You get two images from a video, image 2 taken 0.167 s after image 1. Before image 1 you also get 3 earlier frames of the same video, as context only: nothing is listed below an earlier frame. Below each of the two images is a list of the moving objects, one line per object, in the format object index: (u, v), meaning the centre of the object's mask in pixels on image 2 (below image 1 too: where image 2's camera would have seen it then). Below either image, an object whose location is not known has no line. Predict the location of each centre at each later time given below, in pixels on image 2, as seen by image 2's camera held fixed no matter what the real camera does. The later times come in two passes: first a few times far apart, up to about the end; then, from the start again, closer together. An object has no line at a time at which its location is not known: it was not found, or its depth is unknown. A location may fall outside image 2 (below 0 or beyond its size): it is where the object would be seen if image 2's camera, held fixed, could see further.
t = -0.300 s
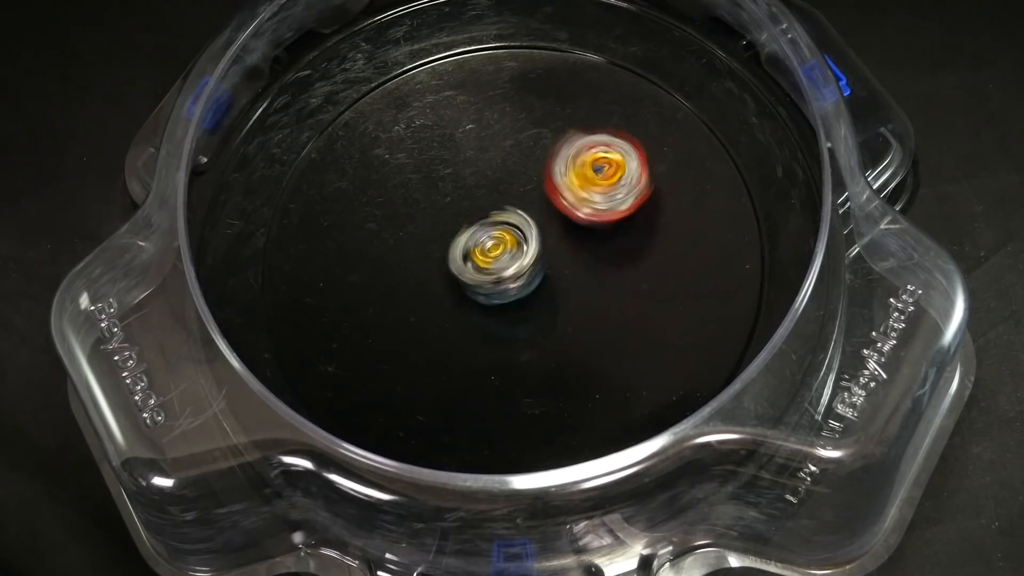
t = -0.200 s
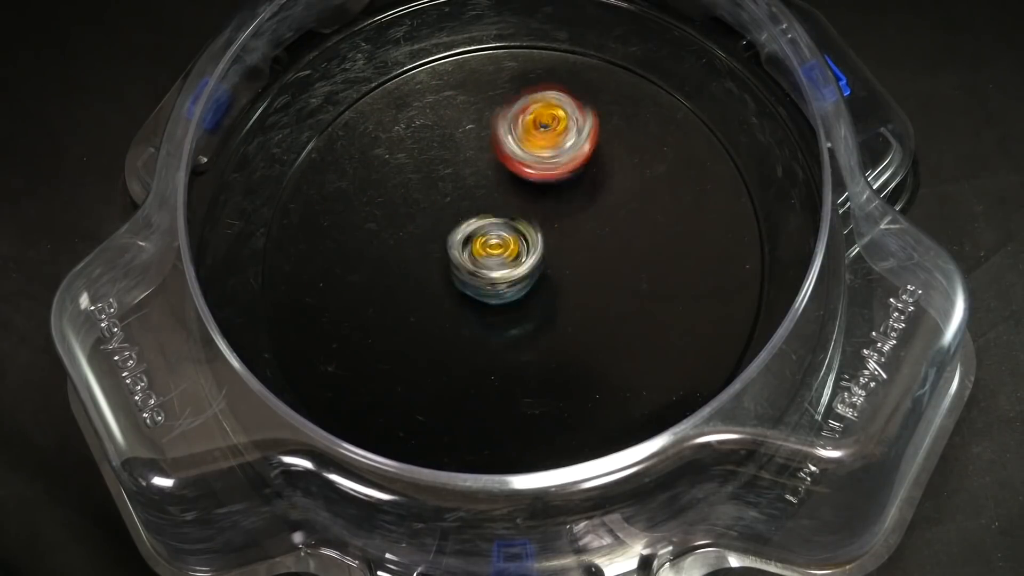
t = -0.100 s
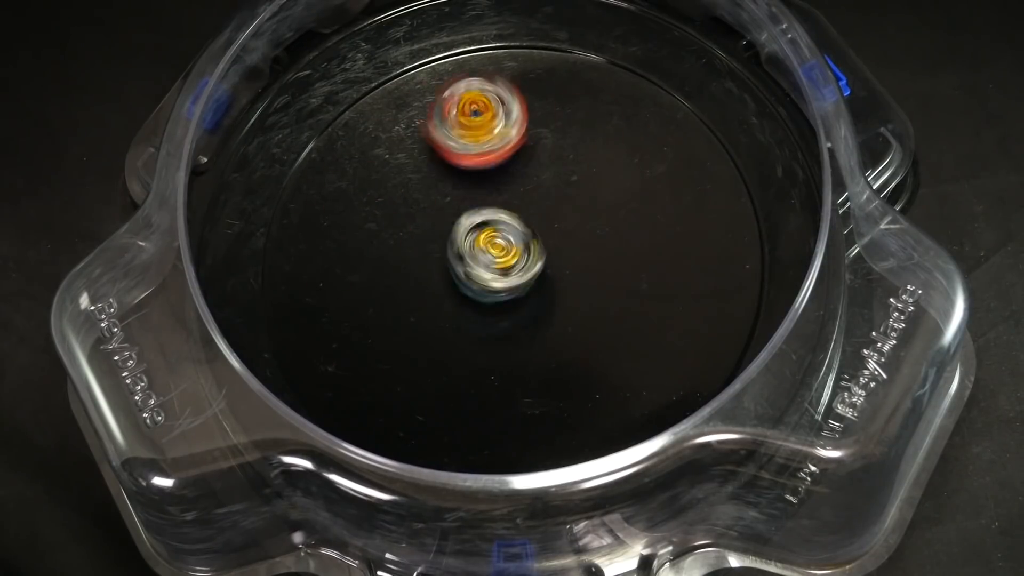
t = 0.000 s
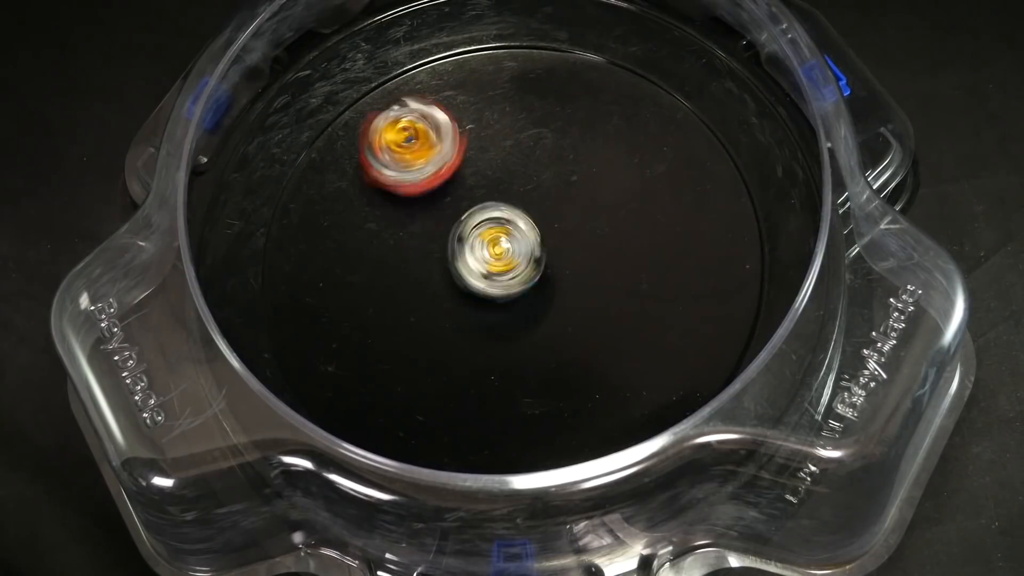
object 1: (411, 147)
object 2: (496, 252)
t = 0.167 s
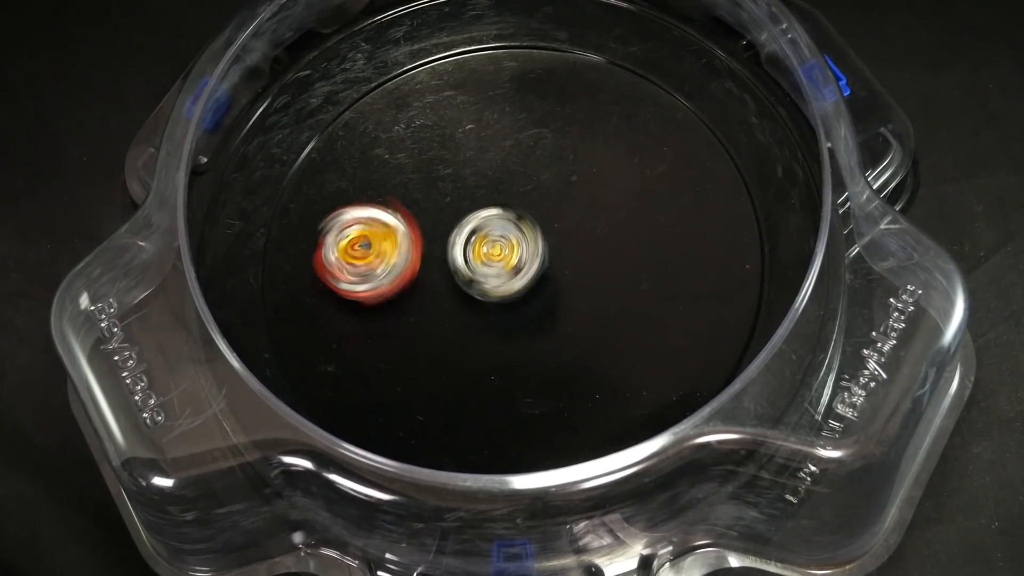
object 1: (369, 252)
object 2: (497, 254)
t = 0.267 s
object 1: (401, 318)
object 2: (498, 255)
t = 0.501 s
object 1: (565, 351)
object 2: (495, 255)
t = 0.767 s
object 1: (619, 201)
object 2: (495, 254)
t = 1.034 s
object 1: (445, 150)
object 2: (496, 256)
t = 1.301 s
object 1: (364, 281)
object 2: (496, 254)
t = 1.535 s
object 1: (517, 348)
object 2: (495, 256)
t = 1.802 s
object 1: (628, 214)
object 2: (497, 253)
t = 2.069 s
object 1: (489, 146)
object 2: (496, 256)
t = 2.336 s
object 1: (378, 280)
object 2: (499, 253)
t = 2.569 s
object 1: (480, 364)
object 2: (497, 255)
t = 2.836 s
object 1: (617, 258)
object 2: (485, 236)
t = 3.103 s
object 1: (575, 178)
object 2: (478, 243)
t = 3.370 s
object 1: (513, 232)
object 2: (426, 276)
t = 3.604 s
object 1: (537, 262)
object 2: (442, 256)
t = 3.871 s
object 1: (529, 263)
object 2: (489, 180)
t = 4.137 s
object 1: (510, 275)
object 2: (494, 183)
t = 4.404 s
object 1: (474, 295)
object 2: (497, 183)
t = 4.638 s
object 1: (478, 275)
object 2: (519, 196)
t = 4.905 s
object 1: (482, 292)
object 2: (545, 224)
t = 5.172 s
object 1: (477, 298)
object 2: (543, 233)
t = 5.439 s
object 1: (477, 298)
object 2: (542, 233)
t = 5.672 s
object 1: (477, 298)
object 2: (543, 233)
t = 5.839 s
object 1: (477, 298)
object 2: (543, 233)
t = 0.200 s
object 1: (375, 275)
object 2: (498, 255)
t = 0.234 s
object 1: (386, 298)
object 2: (500, 254)
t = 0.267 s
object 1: (401, 318)
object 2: (498, 255)
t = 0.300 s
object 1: (420, 335)
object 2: (497, 257)
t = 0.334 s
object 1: (443, 348)
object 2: (499, 257)
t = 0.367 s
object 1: (466, 358)
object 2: (497, 257)
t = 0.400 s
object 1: (492, 362)
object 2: (495, 257)
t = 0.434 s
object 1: (517, 362)
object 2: (496, 257)
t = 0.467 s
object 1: (542, 359)
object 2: (496, 256)
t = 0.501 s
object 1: (565, 351)
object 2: (495, 255)
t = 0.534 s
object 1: (587, 340)
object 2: (496, 255)
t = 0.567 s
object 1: (606, 325)
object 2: (497, 253)
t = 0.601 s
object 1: (620, 307)
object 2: (496, 252)
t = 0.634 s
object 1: (631, 286)
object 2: (496, 253)
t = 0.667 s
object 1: (635, 265)
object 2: (496, 252)
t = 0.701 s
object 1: (635, 242)
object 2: (497, 251)
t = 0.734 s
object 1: (629, 221)
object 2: (495, 253)
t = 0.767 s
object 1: (619, 201)
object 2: (495, 254)
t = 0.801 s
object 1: (604, 184)
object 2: (497, 254)
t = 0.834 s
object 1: (586, 168)
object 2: (497, 254)
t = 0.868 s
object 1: (566, 157)
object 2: (496, 255)
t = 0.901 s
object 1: (542, 148)
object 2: (497, 257)
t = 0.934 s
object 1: (518, 144)
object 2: (497, 255)
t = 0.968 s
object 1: (493, 143)
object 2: (494, 255)
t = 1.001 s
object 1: (469, 145)
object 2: (494, 257)
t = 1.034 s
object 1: (445, 150)
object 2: (496, 256)
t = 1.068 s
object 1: (423, 158)
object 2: (495, 254)
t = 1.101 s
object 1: (403, 170)
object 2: (495, 255)
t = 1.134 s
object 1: (386, 183)
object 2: (496, 254)
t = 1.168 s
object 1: (373, 200)
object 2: (497, 253)
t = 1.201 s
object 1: (363, 218)
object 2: (497, 253)
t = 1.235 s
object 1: (359, 239)
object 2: (497, 253)
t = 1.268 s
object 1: (358, 259)
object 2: (498, 253)
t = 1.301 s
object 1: (364, 281)
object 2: (496, 254)
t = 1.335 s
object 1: (375, 300)
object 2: (496, 254)
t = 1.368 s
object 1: (391, 318)
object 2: (497, 256)
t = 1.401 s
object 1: (411, 333)
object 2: (497, 255)
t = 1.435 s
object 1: (436, 343)
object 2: (496, 256)
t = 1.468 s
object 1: (462, 350)
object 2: (497, 257)
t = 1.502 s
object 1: (490, 351)
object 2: (498, 255)
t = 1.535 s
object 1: (517, 348)
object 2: (495, 256)
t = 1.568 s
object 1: (541, 339)
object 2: (494, 257)
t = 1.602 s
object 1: (566, 328)
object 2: (496, 255)
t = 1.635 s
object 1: (585, 312)
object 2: (494, 254)
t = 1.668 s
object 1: (603, 295)
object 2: (495, 255)
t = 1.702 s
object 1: (615, 276)
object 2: (496, 254)
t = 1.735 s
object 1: (624, 256)
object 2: (496, 253)
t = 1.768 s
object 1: (629, 236)
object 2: (497, 254)
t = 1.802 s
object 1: (628, 214)
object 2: (497, 253)
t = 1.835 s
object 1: (623, 196)
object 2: (498, 252)
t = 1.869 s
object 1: (612, 179)
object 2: (496, 254)
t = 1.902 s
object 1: (599, 165)
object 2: (496, 255)
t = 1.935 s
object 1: (581, 153)
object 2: (498, 254)
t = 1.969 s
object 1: (562, 145)
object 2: (496, 255)
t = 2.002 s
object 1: (539, 141)
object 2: (496, 257)
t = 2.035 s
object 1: (514, 141)
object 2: (498, 257)
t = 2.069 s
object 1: (489, 146)
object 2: (496, 256)
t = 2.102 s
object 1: (465, 154)
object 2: (495, 257)
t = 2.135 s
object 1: (443, 167)
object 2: (497, 257)
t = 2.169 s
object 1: (423, 182)
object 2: (494, 256)
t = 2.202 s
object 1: (407, 200)
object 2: (495, 256)
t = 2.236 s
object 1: (394, 219)
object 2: (498, 255)
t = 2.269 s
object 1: (384, 239)
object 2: (496, 253)
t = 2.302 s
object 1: (379, 260)
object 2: (496, 253)
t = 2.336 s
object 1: (378, 280)
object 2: (499, 253)
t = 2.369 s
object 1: (382, 300)
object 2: (497, 252)
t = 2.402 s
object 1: (389, 318)
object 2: (495, 252)
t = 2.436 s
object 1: (400, 334)
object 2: (496, 254)
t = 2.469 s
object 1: (415, 348)
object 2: (496, 254)
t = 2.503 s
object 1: (435, 358)
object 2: (496, 253)
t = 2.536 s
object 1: (457, 364)
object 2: (496, 255)
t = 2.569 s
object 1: (480, 364)
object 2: (497, 255)
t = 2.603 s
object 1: (503, 360)
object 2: (495, 255)
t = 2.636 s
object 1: (526, 350)
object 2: (496, 256)
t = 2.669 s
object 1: (547, 337)
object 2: (497, 255)
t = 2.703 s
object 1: (564, 320)
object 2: (493, 254)
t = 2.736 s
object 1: (578, 301)
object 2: (494, 255)
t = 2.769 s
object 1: (593, 287)
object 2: (492, 249)
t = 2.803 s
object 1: (606, 271)
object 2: (486, 242)
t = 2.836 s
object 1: (617, 258)
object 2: (485, 236)
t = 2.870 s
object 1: (624, 243)
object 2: (483, 230)
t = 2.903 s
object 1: (628, 229)
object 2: (486, 229)
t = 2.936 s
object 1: (628, 214)
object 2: (489, 227)
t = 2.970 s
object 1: (623, 203)
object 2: (489, 230)
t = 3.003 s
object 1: (613, 192)
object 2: (489, 231)
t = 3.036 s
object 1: (598, 185)
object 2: (491, 232)
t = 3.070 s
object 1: (581, 181)
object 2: (491, 234)
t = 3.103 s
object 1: (575, 178)
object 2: (478, 243)
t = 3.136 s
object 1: (568, 174)
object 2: (465, 248)
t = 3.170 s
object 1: (560, 176)
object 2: (454, 260)
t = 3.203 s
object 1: (550, 182)
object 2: (445, 266)
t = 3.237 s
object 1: (539, 189)
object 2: (436, 273)
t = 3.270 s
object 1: (529, 200)
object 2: (436, 276)
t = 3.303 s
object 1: (519, 211)
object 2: (431, 278)
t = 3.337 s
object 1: (510, 222)
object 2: (435, 278)
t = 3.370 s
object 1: (513, 232)
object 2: (426, 276)
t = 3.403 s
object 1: (516, 242)
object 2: (421, 273)
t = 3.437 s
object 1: (519, 248)
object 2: (421, 274)
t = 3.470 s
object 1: (523, 254)
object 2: (421, 270)
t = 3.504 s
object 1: (526, 259)
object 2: (426, 267)
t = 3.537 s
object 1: (530, 261)
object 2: (430, 266)
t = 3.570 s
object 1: (534, 262)
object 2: (435, 261)
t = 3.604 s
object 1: (537, 262)
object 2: (442, 256)
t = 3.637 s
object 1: (540, 264)
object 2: (448, 249)
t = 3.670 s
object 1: (540, 264)
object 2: (454, 238)
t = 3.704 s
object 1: (541, 264)
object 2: (462, 225)
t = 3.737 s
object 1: (540, 263)
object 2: (469, 212)
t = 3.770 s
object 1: (537, 263)
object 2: (477, 202)
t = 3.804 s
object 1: (535, 262)
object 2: (483, 195)
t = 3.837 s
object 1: (532, 263)
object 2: (487, 188)
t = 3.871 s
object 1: (529, 263)
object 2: (489, 180)
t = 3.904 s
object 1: (527, 266)
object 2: (490, 174)
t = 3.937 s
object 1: (526, 269)
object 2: (490, 170)
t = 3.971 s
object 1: (524, 272)
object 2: (489, 169)
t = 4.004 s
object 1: (522, 273)
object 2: (489, 169)
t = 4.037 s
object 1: (519, 275)
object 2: (489, 170)
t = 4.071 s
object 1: (516, 276)
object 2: (491, 173)
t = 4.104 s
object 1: (513, 276)
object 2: (492, 177)
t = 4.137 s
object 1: (510, 275)
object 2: (494, 183)
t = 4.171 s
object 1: (503, 284)
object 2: (495, 179)
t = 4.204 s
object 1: (496, 292)
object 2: (495, 176)
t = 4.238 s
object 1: (491, 299)
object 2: (494, 177)
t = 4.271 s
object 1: (486, 305)
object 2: (494, 178)
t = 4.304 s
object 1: (480, 308)
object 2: (494, 180)
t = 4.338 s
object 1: (476, 305)
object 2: (494, 182)
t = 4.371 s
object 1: (473, 299)
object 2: (495, 183)
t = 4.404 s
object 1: (474, 295)
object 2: (497, 183)
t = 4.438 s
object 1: (475, 292)
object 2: (498, 184)
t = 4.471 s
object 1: (476, 288)
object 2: (500, 186)
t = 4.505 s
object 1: (477, 283)
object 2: (503, 188)
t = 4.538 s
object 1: (478, 276)
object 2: (506, 190)
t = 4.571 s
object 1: (479, 273)
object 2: (511, 192)
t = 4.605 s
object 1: (478, 273)
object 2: (516, 193)
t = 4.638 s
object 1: (478, 275)
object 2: (519, 196)
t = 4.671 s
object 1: (479, 276)
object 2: (523, 199)
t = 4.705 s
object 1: (480, 277)
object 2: (527, 202)
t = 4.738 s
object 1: (482, 279)
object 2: (532, 205)
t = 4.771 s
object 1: (482, 282)
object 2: (535, 208)
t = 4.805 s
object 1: (483, 285)
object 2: (538, 212)
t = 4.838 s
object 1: (484, 287)
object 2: (541, 216)
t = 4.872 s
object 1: (484, 289)
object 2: (544, 220)
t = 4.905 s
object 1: (482, 292)
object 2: (545, 224)
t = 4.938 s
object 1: (481, 294)
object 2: (545, 228)
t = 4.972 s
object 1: (479, 297)
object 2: (544, 231)
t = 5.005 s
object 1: (477, 298)
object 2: (543, 233)
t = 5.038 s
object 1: (477, 299)
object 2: (542, 233)
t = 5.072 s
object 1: (477, 299)
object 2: (542, 233)
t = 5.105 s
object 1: (477, 298)
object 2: (542, 233)
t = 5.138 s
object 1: (477, 298)
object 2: (542, 233)
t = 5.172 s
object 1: (477, 298)
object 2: (543, 233)
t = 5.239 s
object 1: (477, 298)
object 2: (543, 233)
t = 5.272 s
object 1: (477, 298)
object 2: (542, 233)
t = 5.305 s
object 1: (477, 298)
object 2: (543, 233)
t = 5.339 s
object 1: (477, 298)
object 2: (543, 233)
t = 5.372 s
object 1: (477, 298)
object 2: (542, 233)
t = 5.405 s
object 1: (477, 298)
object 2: (543, 233)
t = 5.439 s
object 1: (477, 298)
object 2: (542, 233)
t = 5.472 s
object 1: (477, 298)
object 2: (543, 233)
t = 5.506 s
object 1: (477, 298)
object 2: (543, 233)
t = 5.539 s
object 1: (477, 298)
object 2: (543, 233)
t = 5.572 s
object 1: (477, 298)
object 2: (543, 233)
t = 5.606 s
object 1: (477, 298)
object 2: (543, 233)
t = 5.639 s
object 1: (477, 298)
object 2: (543, 233)
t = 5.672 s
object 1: (477, 298)
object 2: (543, 233)
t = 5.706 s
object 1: (477, 298)
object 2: (543, 233)
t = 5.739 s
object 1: (477, 298)
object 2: (543, 233)
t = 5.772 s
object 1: (477, 298)
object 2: (543, 233)
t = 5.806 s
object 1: (477, 298)
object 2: (543, 233)
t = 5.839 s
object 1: (477, 298)
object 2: (543, 233)
